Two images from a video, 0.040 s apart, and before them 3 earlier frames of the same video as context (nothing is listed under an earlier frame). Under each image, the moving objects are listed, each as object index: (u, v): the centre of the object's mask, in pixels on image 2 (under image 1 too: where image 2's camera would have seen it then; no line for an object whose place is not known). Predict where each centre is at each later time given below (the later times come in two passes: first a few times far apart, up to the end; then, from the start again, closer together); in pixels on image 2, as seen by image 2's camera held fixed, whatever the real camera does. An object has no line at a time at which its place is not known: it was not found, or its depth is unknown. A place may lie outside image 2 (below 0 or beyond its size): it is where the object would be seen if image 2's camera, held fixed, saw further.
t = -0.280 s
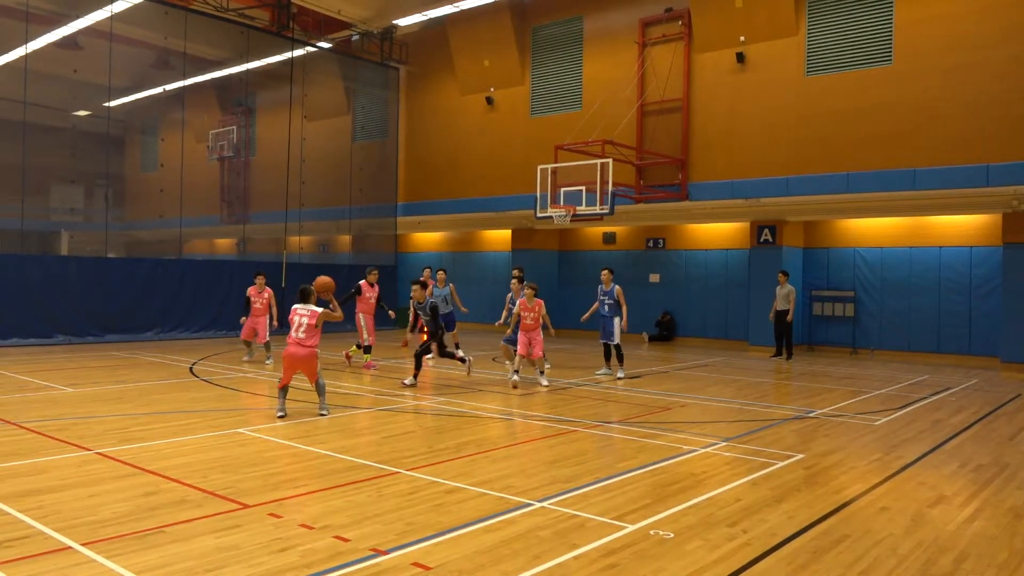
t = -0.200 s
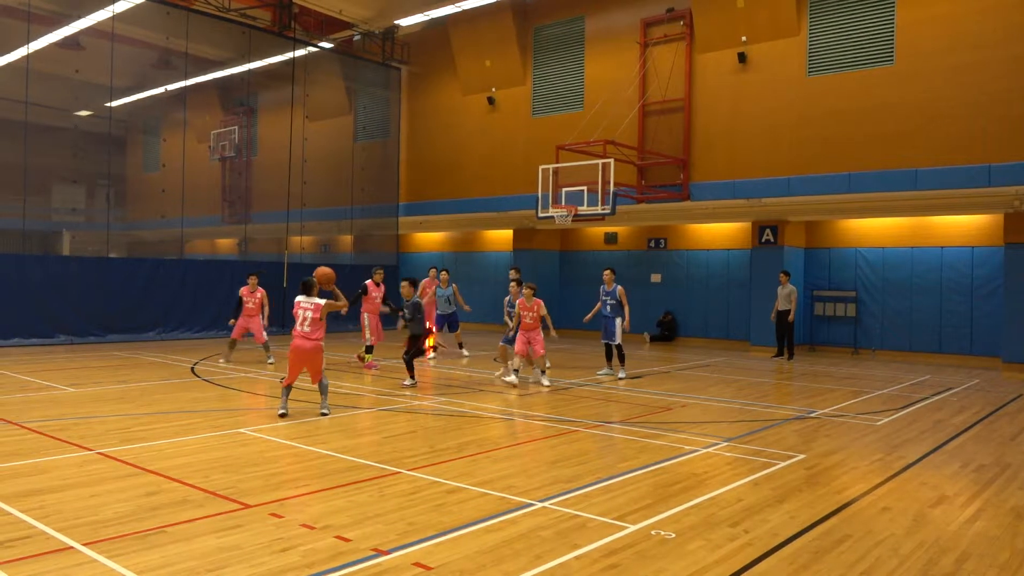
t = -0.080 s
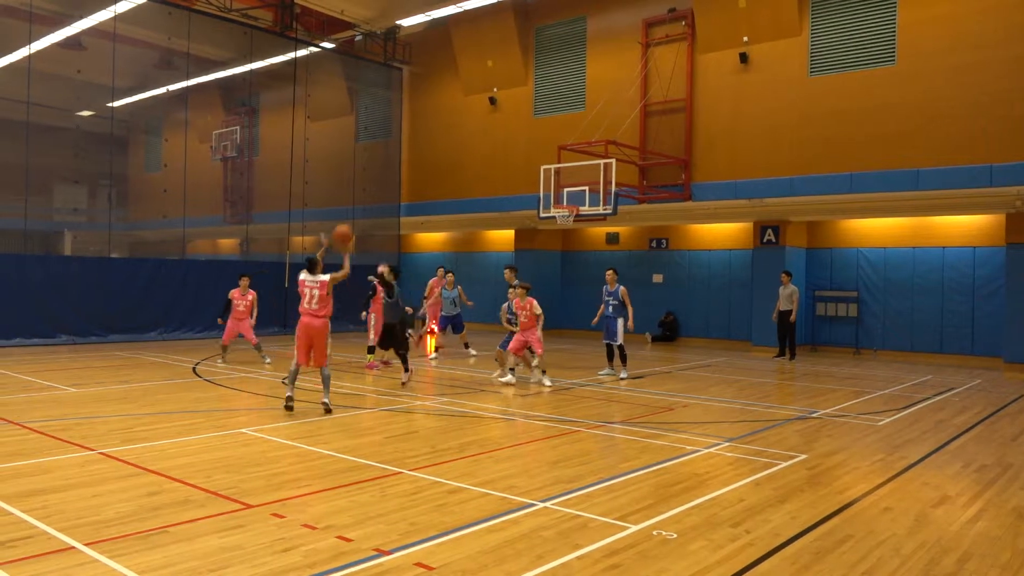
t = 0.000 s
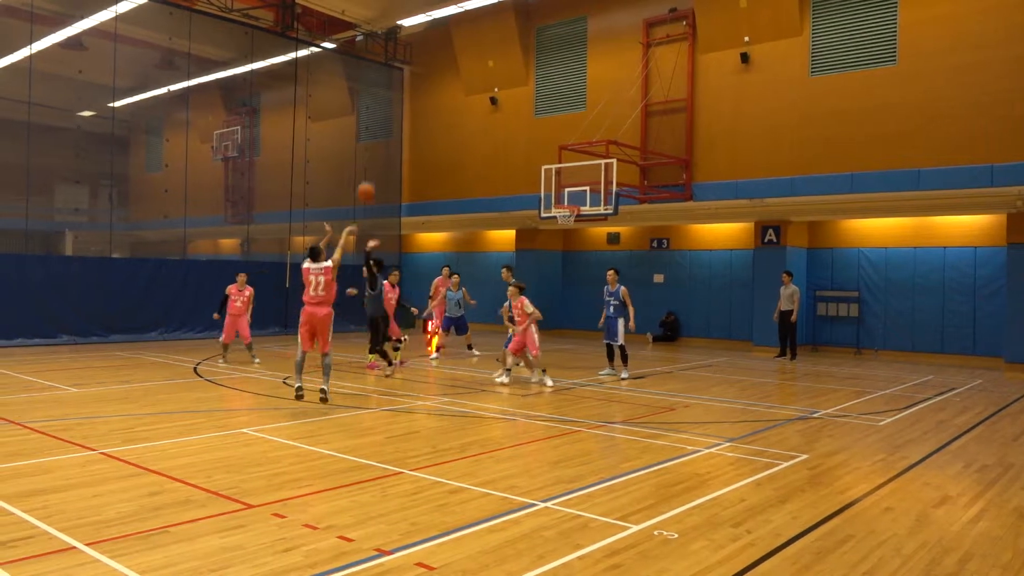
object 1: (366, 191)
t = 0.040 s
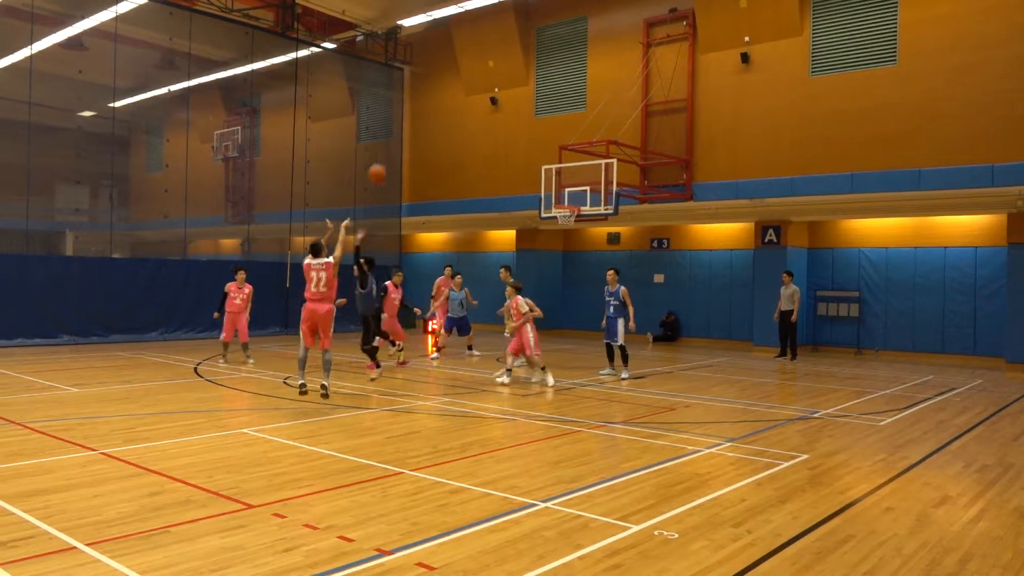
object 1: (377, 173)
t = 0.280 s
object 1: (433, 98)
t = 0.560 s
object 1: (486, 74)
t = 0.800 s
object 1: (522, 91)
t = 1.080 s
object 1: (557, 145)
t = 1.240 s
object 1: (572, 189)
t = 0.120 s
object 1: (398, 142)
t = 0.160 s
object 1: (407, 129)
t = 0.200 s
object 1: (416, 117)
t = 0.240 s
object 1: (425, 105)
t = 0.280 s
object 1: (433, 98)
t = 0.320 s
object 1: (442, 91)
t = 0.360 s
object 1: (450, 86)
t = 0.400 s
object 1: (457, 81)
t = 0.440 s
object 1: (465, 78)
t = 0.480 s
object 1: (472, 76)
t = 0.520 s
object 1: (479, 74)
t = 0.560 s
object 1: (486, 74)
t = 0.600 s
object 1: (492, 75)
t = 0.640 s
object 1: (498, 76)
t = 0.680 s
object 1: (505, 78)
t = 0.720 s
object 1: (511, 81)
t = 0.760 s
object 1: (517, 85)
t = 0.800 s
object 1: (522, 91)
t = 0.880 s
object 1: (533, 104)
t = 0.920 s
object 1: (538, 110)
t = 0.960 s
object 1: (542, 118)
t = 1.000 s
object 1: (548, 126)
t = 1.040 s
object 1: (552, 136)
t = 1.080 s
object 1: (557, 145)
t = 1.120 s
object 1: (561, 155)
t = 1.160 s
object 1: (565, 167)
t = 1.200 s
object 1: (568, 178)
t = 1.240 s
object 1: (572, 189)
